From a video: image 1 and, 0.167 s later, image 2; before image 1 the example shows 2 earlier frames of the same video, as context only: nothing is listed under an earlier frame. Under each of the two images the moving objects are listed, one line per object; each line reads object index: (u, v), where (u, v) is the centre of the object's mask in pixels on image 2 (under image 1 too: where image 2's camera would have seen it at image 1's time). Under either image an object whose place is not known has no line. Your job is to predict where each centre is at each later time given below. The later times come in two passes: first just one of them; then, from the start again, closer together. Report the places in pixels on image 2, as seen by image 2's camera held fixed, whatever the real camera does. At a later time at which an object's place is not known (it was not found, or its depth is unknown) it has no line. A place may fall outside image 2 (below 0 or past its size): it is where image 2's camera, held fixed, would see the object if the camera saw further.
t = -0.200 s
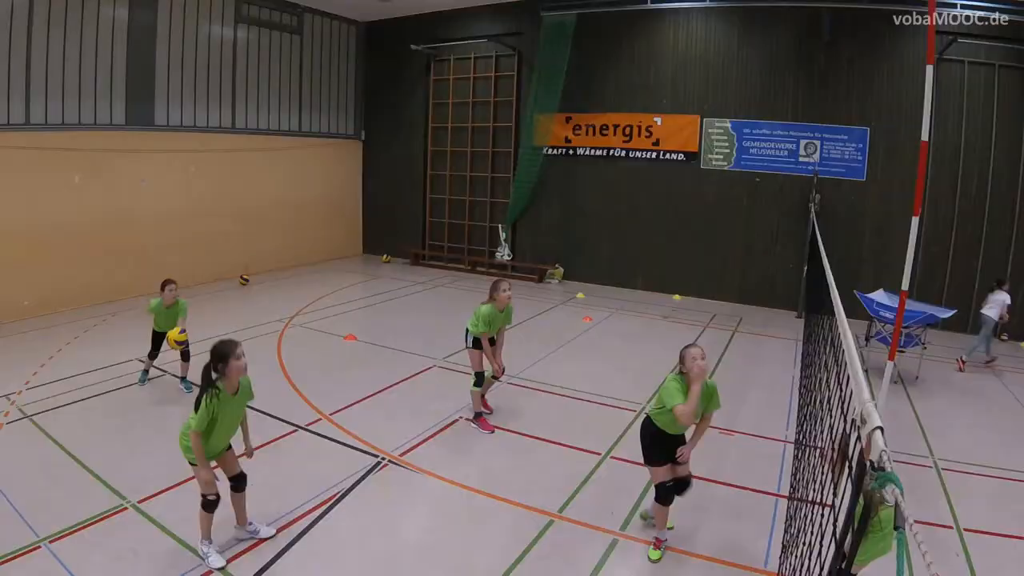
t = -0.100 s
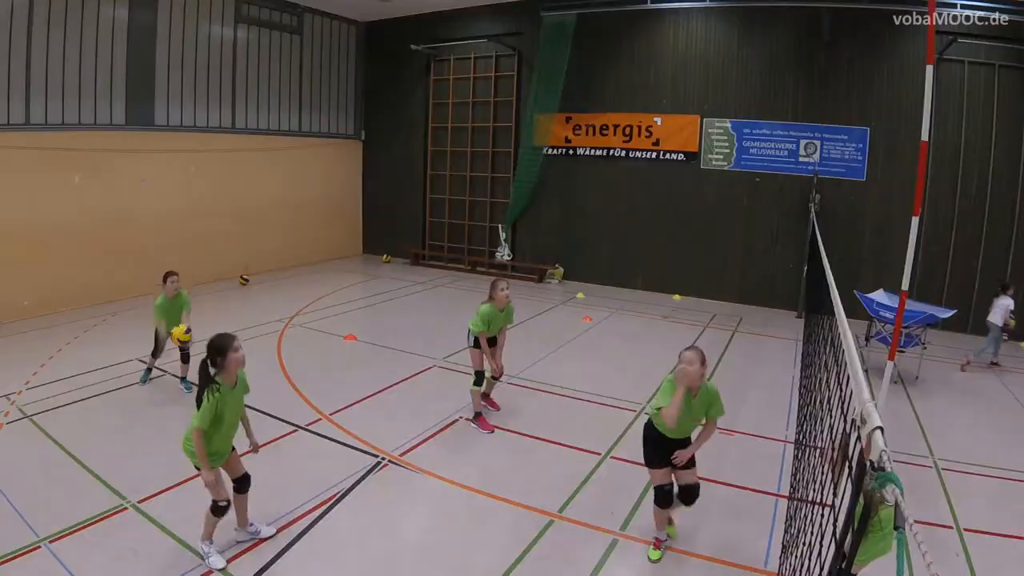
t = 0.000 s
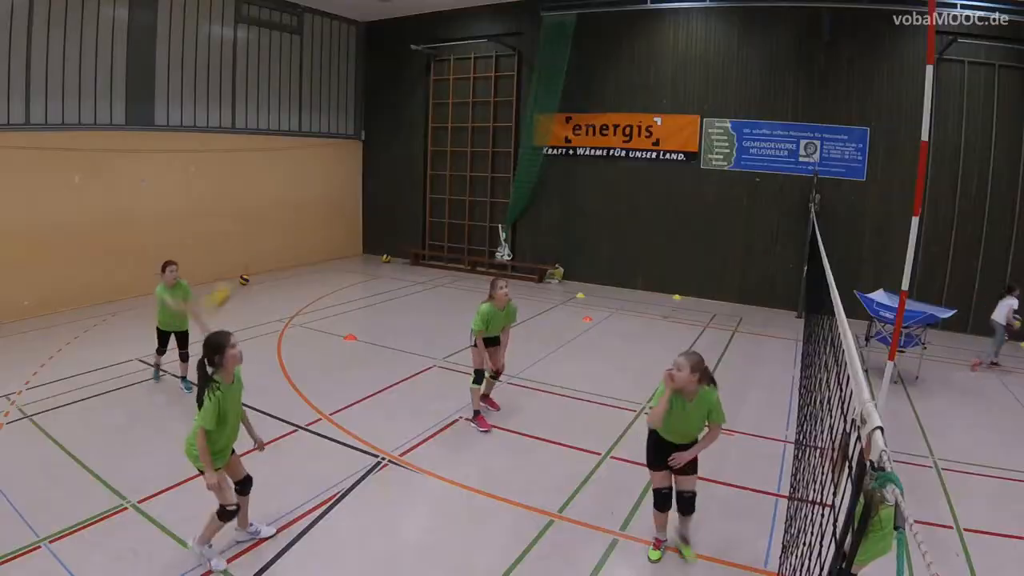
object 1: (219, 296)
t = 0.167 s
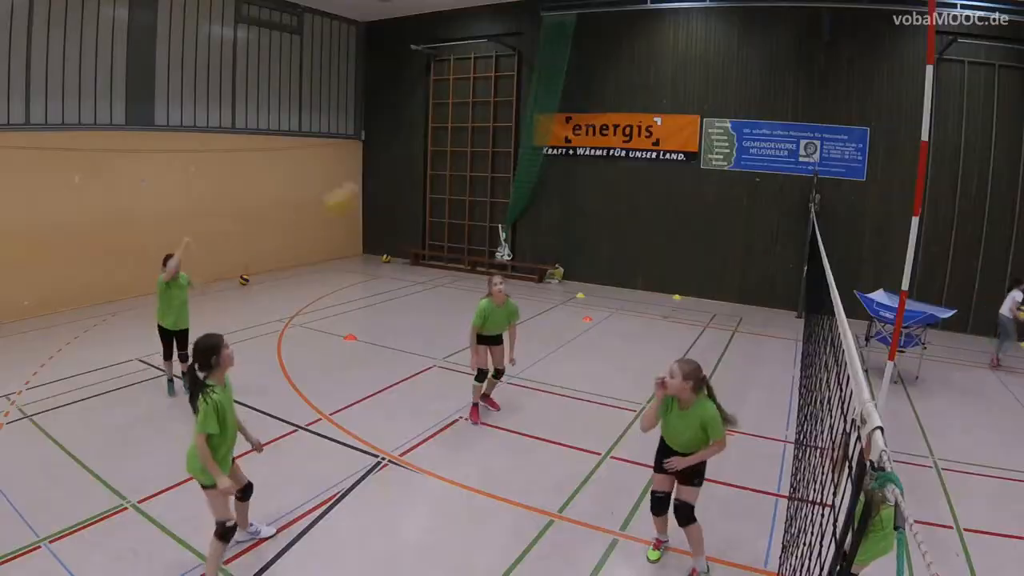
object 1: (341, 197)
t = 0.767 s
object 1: (985, 161)
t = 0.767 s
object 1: (985, 161)
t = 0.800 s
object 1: (1008, 176)
